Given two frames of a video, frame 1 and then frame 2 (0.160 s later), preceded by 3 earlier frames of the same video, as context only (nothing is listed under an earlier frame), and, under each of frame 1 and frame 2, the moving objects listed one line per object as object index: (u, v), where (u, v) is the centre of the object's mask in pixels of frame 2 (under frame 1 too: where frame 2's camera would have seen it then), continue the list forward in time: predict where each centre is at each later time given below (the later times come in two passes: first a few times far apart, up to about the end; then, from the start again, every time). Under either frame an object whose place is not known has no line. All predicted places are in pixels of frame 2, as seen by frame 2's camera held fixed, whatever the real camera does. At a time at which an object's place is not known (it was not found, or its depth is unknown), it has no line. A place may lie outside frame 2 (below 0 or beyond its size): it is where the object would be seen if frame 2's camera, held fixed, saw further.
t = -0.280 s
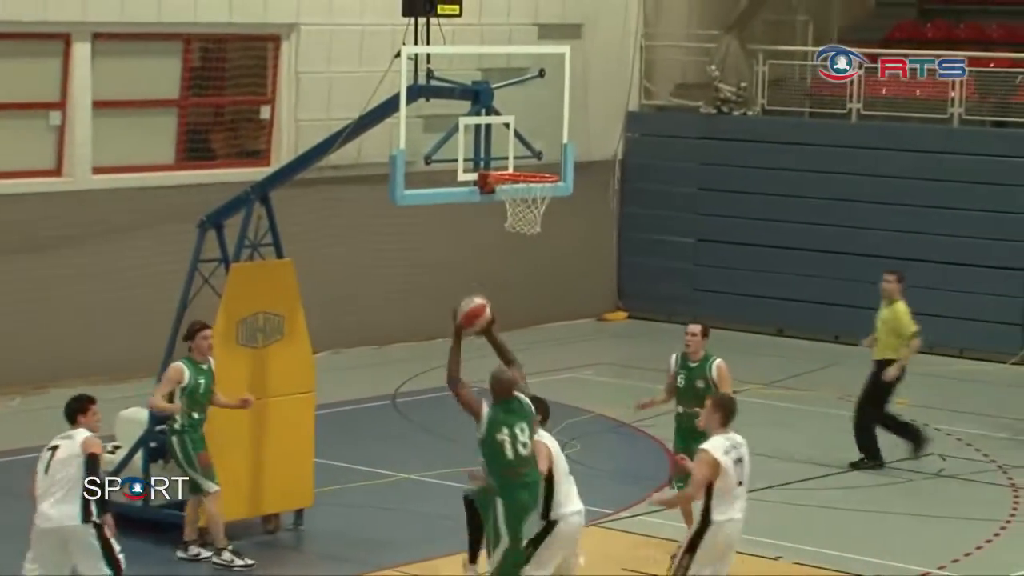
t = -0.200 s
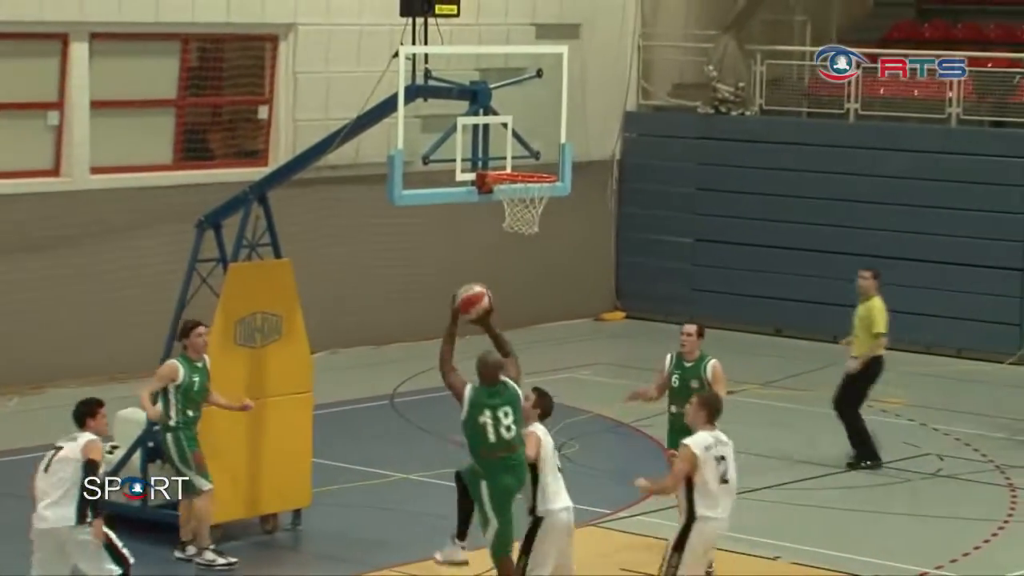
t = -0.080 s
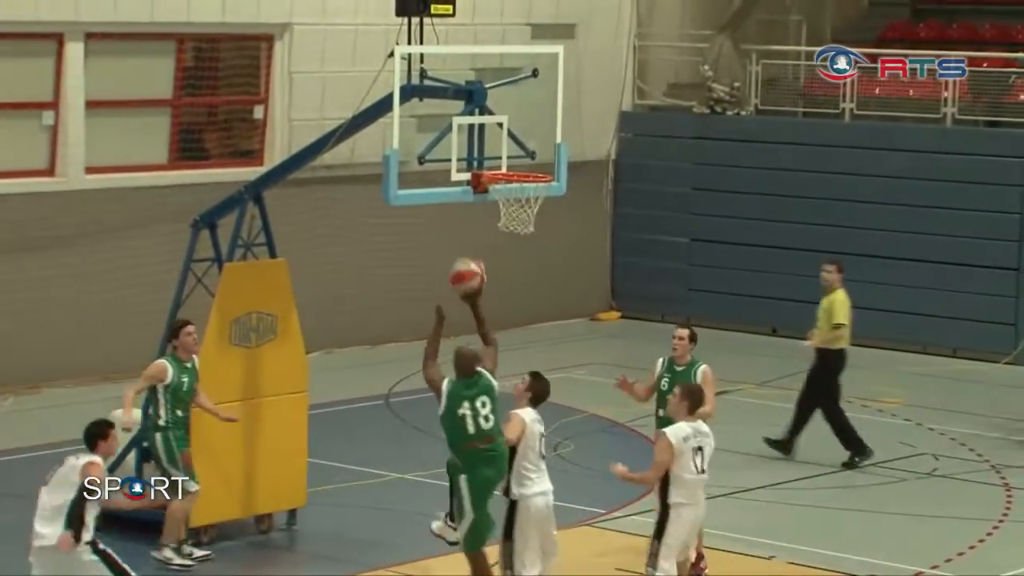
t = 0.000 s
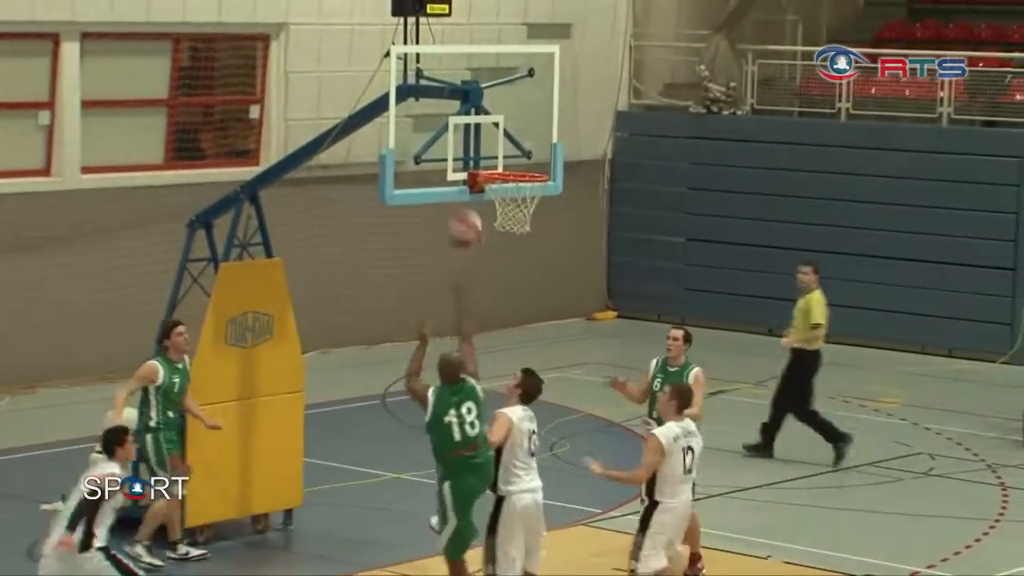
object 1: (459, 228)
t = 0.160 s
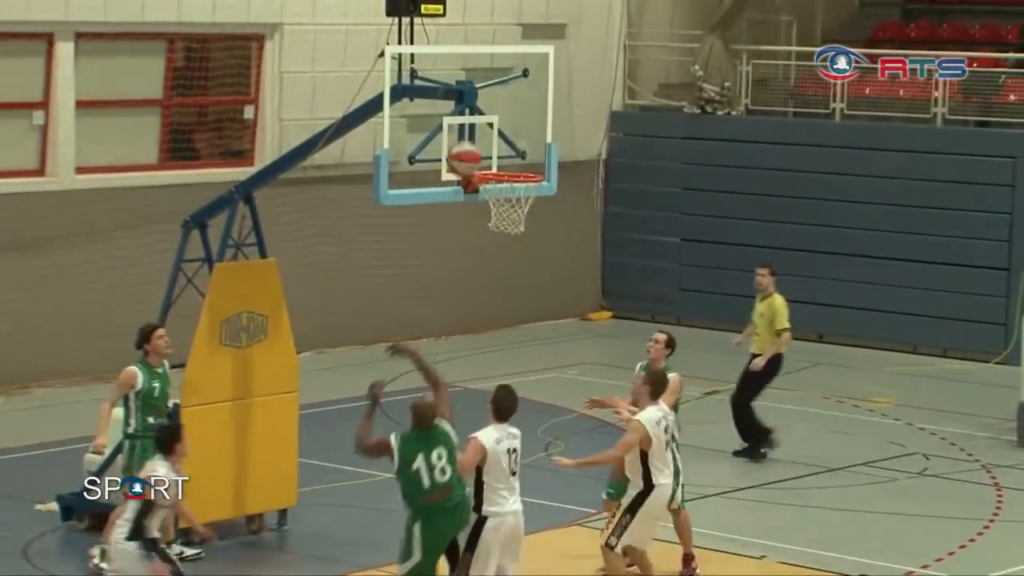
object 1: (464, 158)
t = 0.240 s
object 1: (466, 138)
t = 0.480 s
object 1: (467, 128)
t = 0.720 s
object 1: (516, 179)
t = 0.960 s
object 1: (506, 208)
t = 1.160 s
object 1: (529, 230)
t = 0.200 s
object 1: (465, 145)
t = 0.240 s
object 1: (466, 138)
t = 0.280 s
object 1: (465, 130)
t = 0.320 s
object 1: (465, 125)
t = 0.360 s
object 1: (466, 123)
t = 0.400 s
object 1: (466, 123)
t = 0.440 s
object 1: (467, 124)
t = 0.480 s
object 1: (467, 128)
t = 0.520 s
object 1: (475, 134)
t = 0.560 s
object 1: (491, 142)
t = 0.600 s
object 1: (506, 154)
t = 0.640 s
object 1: (521, 165)
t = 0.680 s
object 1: (521, 175)
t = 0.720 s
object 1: (516, 179)
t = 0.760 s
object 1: (503, 185)
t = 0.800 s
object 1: (490, 191)
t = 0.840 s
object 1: (489, 193)
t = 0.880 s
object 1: (492, 196)
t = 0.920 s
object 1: (500, 201)
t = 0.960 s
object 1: (506, 208)
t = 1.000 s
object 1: (511, 210)
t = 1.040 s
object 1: (516, 212)
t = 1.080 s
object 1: (521, 215)
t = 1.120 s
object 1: (524, 217)
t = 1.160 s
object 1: (529, 230)
